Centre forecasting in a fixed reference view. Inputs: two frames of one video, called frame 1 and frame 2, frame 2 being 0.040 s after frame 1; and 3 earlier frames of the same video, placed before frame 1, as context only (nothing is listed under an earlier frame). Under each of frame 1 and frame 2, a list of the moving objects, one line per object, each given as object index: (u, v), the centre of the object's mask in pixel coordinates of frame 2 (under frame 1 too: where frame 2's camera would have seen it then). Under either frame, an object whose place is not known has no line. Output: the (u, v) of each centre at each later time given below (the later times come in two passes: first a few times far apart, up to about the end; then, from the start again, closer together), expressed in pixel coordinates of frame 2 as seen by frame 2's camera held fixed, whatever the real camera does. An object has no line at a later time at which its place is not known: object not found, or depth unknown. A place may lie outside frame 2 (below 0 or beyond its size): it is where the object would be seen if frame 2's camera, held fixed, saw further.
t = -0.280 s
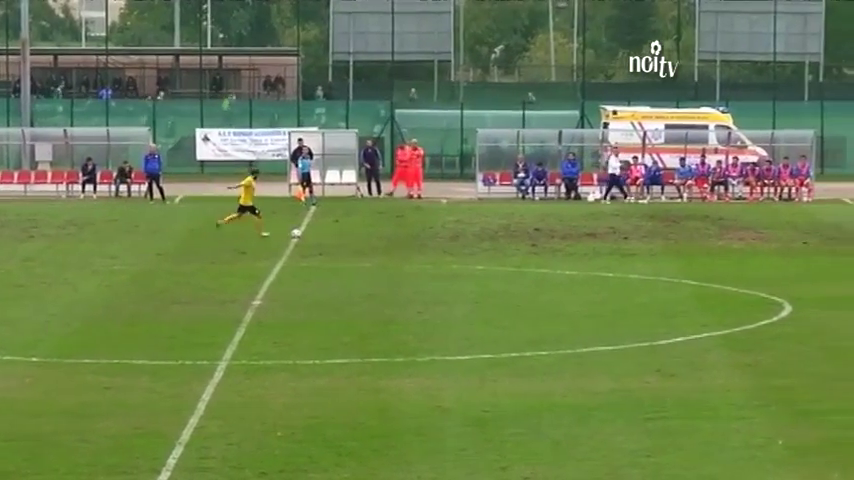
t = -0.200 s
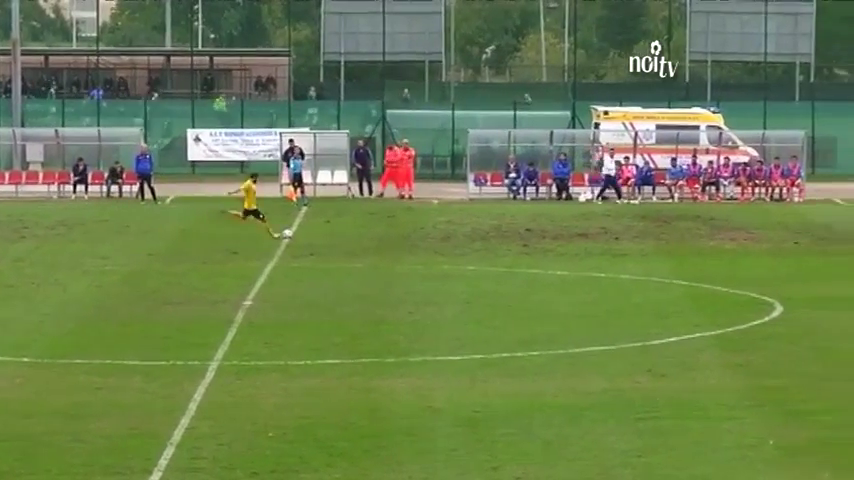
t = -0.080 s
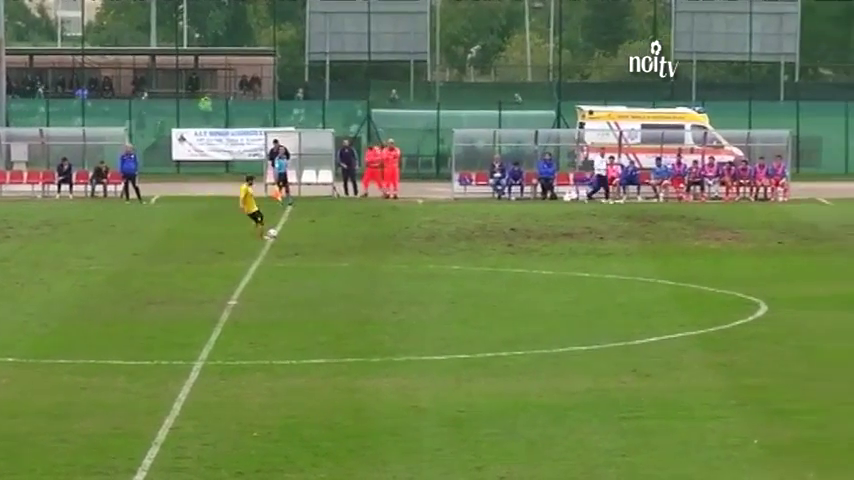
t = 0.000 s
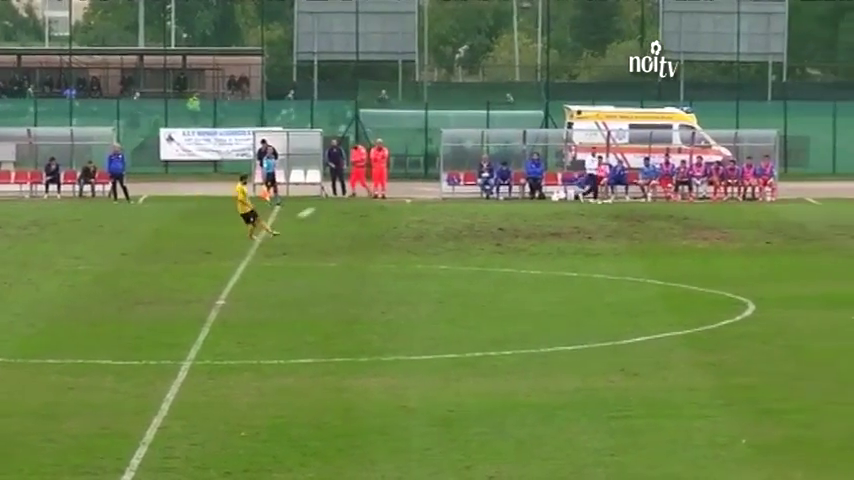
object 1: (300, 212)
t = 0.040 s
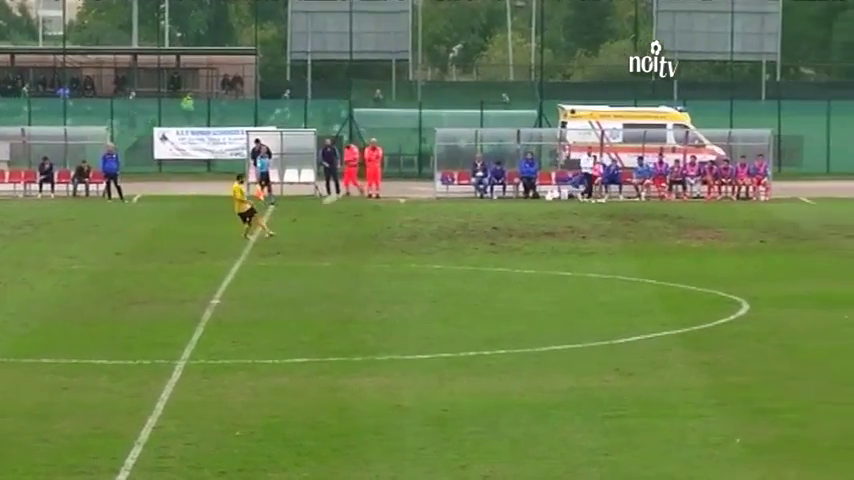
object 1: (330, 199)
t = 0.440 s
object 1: (626, 82)
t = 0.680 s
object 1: (795, 28)
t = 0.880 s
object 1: (936, -6)
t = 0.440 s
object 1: (626, 82)
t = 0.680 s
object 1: (795, 28)
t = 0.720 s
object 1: (823, 21)
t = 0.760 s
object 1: (851, 14)
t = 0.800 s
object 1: (880, 6)
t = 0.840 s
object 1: (908, 0)
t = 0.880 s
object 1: (936, -6)
